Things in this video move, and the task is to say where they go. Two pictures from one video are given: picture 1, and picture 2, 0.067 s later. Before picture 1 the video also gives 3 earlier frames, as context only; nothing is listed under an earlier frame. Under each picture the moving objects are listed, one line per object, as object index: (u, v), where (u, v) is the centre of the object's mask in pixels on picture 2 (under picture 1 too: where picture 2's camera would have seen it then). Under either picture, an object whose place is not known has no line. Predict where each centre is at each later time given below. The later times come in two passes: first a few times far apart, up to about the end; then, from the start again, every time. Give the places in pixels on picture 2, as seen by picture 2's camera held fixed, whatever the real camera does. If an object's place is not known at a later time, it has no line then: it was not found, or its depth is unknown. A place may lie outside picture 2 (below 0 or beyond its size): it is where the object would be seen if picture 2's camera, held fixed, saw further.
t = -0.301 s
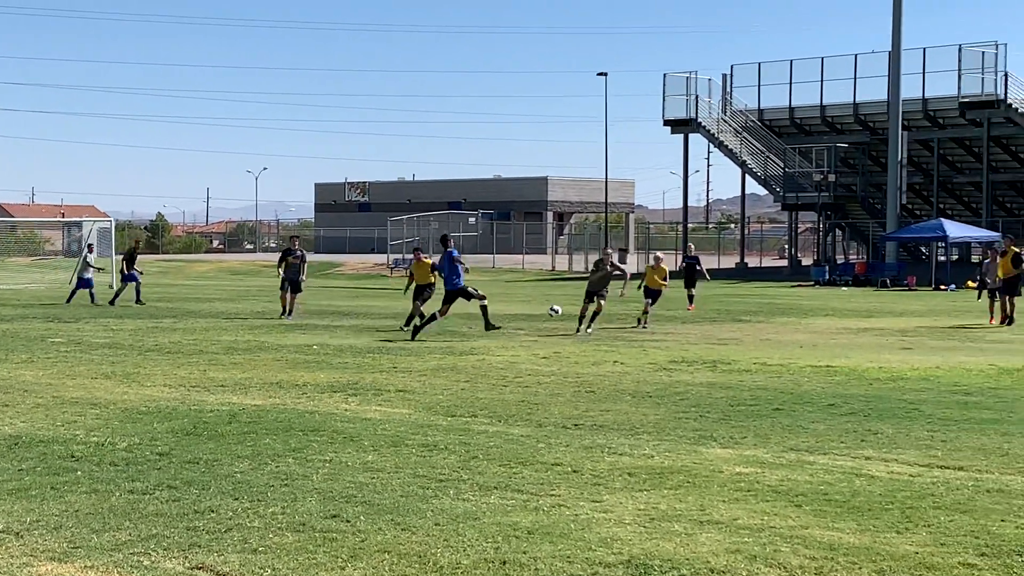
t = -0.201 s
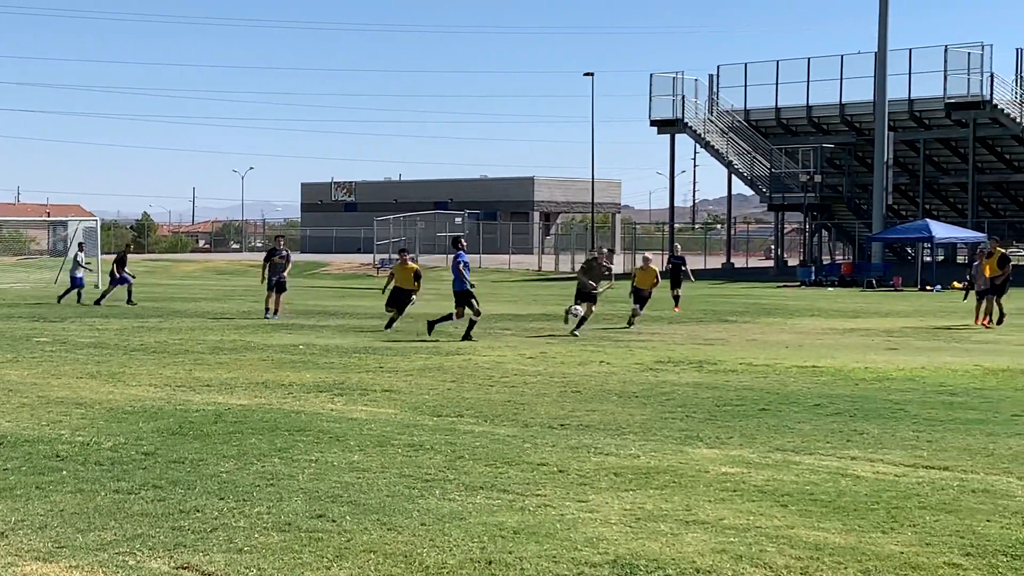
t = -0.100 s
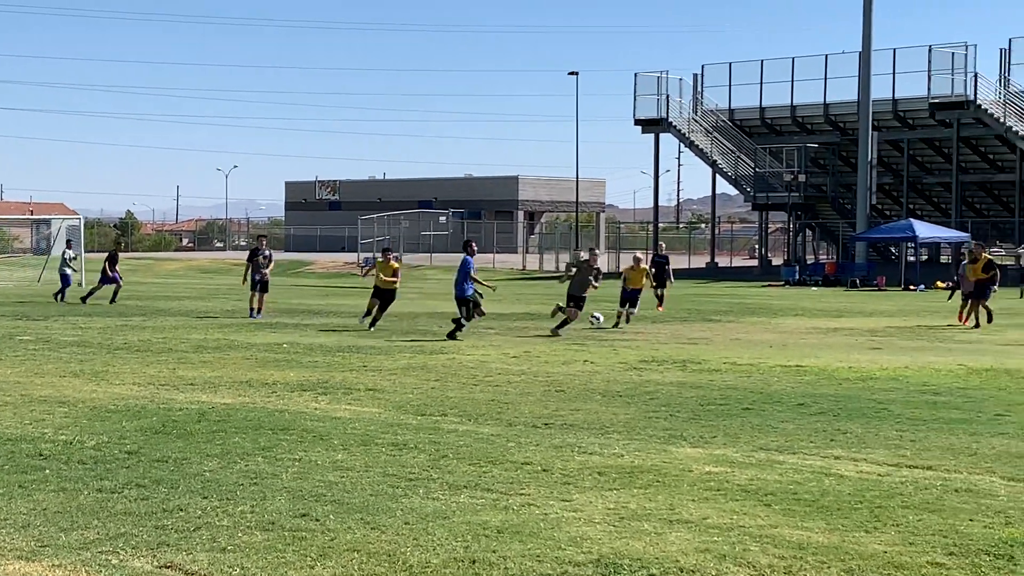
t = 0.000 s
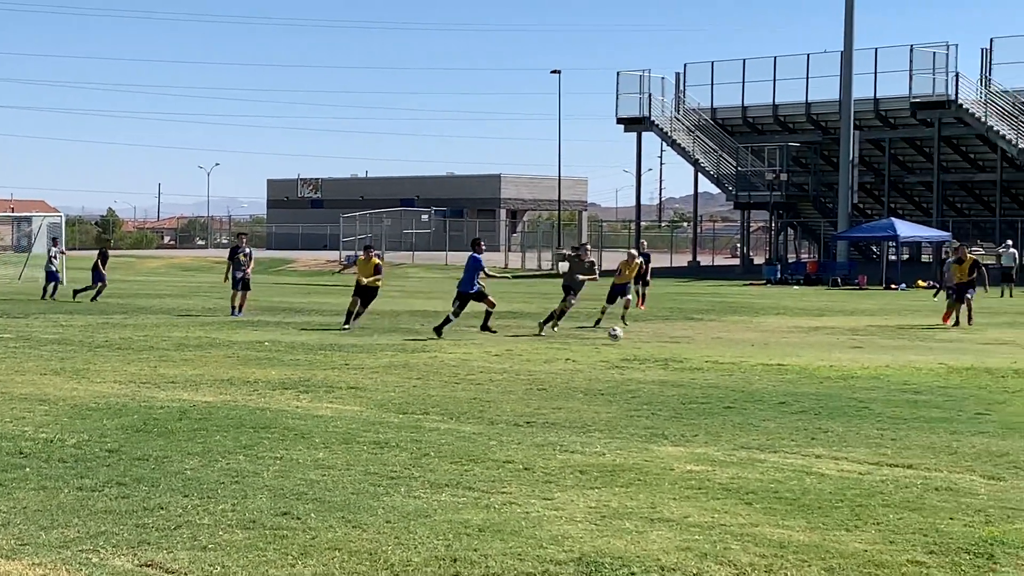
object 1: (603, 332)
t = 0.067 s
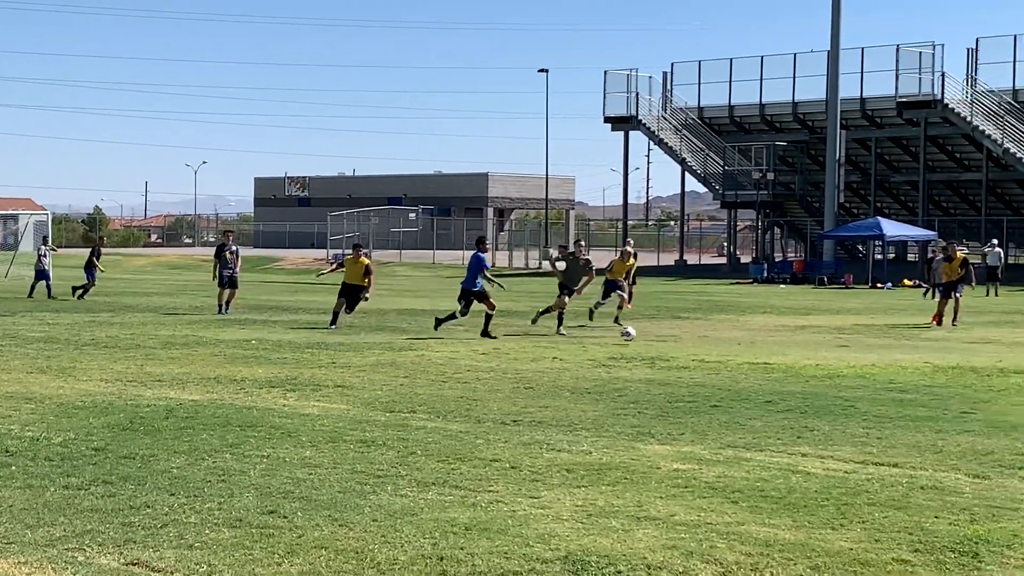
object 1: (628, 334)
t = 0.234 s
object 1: (694, 332)
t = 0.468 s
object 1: (794, 340)
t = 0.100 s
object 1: (641, 331)
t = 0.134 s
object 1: (654, 330)
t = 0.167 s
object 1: (667, 330)
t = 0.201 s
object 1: (680, 331)
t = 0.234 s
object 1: (694, 332)
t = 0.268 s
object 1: (707, 335)
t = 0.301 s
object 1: (722, 338)
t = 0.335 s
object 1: (736, 343)
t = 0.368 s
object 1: (750, 342)
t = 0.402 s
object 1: (764, 340)
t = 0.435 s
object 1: (779, 340)
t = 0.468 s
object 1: (794, 340)
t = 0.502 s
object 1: (809, 340)
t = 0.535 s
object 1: (824, 343)
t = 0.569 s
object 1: (839, 346)
